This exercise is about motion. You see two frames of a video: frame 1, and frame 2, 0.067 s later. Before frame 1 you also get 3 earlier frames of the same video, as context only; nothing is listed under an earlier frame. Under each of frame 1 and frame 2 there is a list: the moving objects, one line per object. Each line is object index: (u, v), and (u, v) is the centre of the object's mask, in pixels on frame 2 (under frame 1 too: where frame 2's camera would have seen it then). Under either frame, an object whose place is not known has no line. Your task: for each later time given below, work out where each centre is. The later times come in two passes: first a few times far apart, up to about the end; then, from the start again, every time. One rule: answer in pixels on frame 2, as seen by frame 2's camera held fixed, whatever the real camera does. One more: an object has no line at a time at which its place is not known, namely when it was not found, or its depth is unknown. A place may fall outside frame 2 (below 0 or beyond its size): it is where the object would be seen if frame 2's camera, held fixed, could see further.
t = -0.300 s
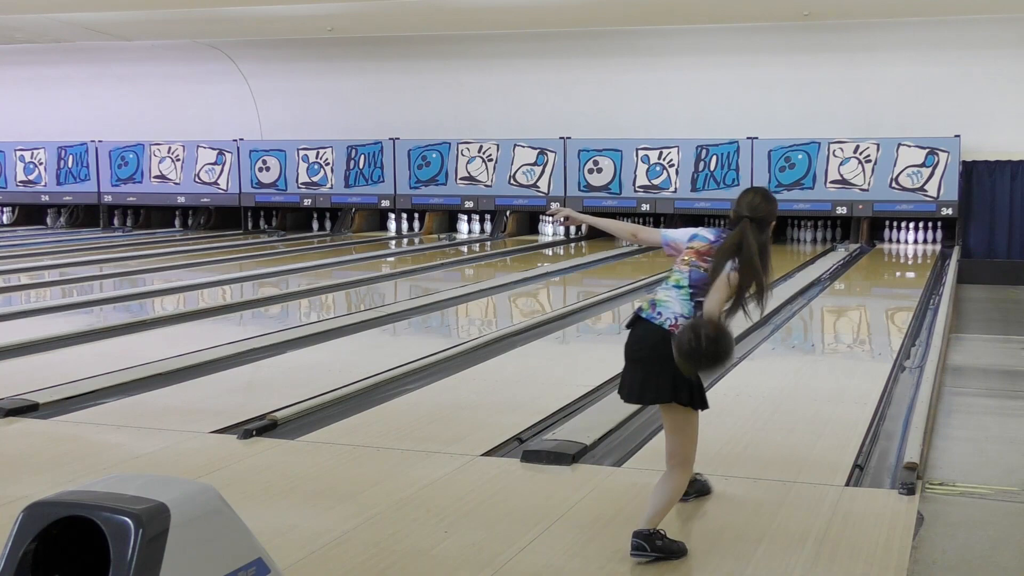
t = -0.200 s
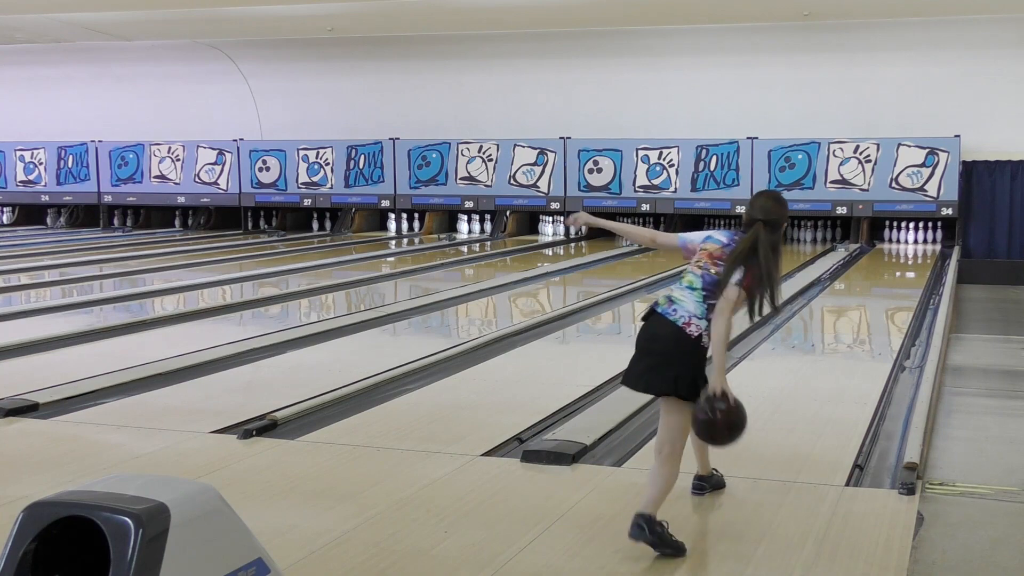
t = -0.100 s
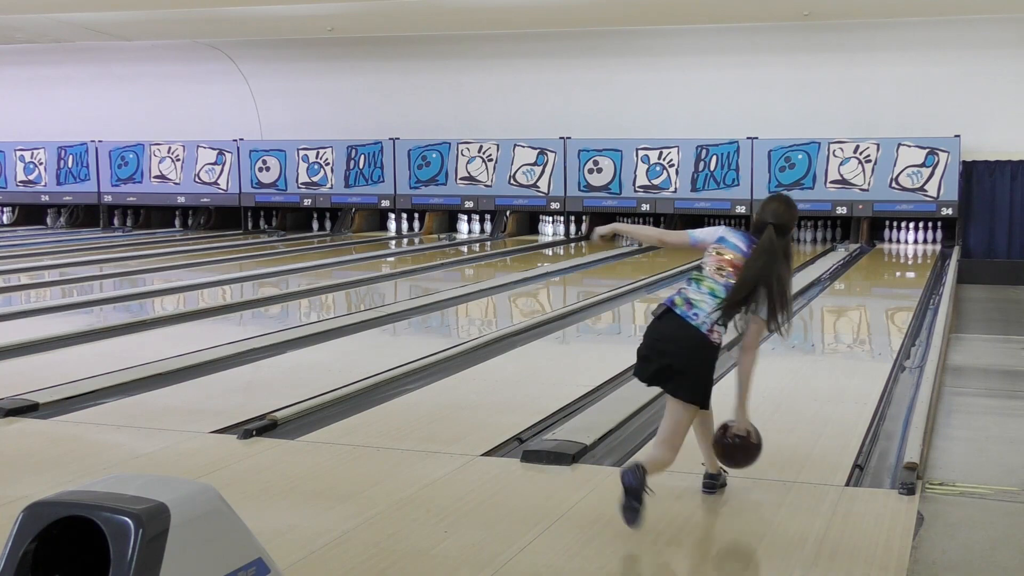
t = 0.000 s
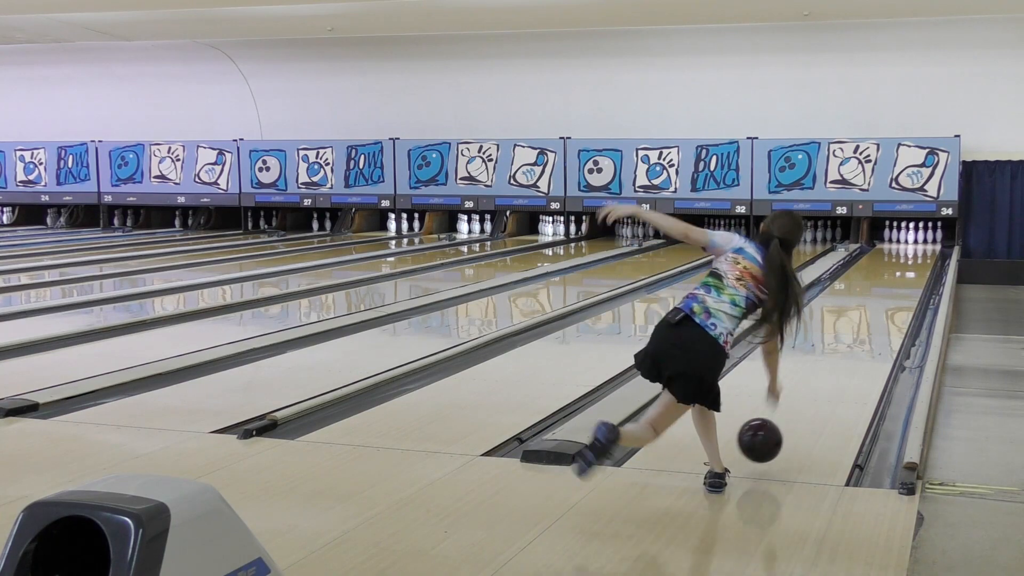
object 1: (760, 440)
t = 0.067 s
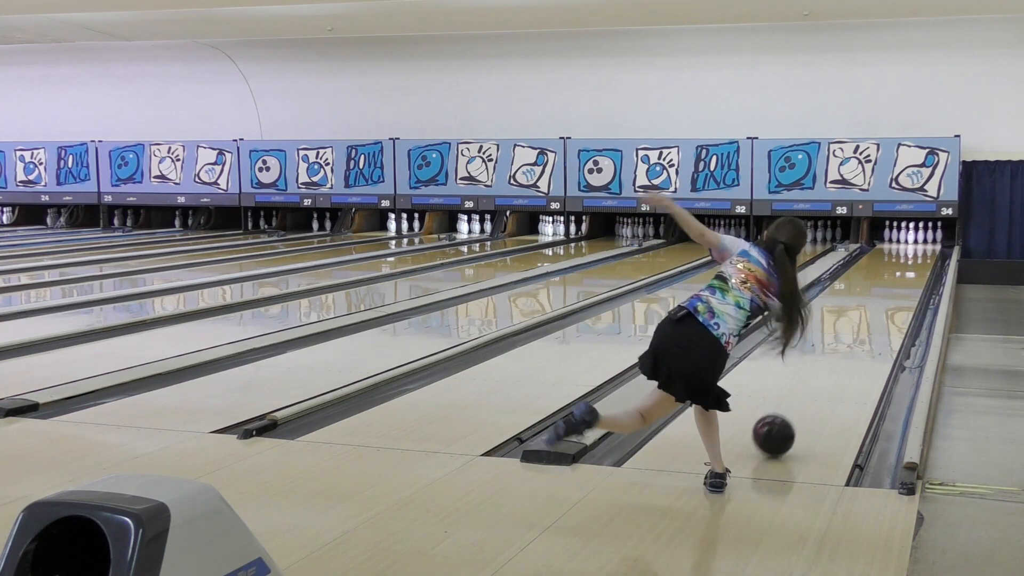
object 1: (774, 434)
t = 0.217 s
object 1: (799, 403)
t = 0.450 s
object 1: (829, 366)
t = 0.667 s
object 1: (849, 341)
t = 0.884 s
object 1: (865, 322)
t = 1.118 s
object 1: (878, 304)
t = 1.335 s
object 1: (887, 292)
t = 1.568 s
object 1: (896, 281)
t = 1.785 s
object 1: (902, 272)
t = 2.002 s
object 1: (907, 264)
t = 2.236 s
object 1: (912, 257)
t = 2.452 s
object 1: (915, 252)
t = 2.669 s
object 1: (916, 247)
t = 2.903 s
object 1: (916, 243)
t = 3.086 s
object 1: (915, 240)
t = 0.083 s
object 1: (777, 429)
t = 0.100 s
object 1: (780, 425)
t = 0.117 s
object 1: (783, 421)
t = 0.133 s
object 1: (786, 418)
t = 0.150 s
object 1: (789, 415)
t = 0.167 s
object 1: (792, 413)
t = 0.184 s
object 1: (794, 409)
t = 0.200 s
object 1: (797, 406)
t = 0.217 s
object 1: (799, 403)
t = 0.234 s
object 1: (802, 400)
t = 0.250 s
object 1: (804, 397)
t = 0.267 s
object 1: (807, 394)
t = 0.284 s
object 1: (809, 391)
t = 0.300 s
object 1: (811, 389)
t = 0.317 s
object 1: (813, 386)
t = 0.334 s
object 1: (815, 383)
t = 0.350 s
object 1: (818, 381)
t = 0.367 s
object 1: (820, 378)
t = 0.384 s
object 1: (822, 376)
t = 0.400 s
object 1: (823, 373)
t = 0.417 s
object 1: (825, 371)
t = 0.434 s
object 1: (827, 368)
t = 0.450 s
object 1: (829, 366)
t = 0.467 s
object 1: (831, 364)
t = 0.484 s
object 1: (833, 362)
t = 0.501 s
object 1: (834, 359)
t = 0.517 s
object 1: (836, 357)
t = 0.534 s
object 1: (837, 356)
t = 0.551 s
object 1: (839, 354)
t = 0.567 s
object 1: (840, 352)
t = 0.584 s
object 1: (842, 350)
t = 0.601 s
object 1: (843, 348)
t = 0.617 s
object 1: (845, 346)
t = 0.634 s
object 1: (846, 344)
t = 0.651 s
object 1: (848, 342)
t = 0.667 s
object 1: (849, 341)
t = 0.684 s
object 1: (851, 339)
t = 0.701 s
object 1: (852, 338)
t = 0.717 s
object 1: (853, 336)
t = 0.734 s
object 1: (854, 334)
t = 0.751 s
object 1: (856, 333)
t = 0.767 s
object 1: (857, 331)
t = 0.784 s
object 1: (858, 330)
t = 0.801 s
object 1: (859, 329)
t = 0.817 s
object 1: (860, 327)
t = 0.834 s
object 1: (861, 326)
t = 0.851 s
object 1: (863, 324)
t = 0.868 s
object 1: (863, 323)
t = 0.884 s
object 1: (865, 322)
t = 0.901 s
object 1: (866, 320)
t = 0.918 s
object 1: (867, 319)
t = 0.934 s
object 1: (868, 318)
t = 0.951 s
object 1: (869, 316)
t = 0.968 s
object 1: (870, 315)
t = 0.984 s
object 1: (871, 314)
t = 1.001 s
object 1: (871, 313)
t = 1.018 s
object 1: (872, 311)
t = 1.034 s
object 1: (873, 310)
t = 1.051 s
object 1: (874, 309)
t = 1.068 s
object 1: (875, 308)
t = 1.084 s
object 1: (876, 307)
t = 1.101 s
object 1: (877, 305)
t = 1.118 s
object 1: (878, 304)
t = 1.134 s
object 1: (878, 303)
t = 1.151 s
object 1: (879, 302)
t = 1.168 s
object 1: (880, 301)
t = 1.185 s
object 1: (881, 300)
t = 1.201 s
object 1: (882, 299)
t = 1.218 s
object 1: (882, 298)
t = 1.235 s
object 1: (883, 297)
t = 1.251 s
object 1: (884, 296)
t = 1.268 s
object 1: (884, 295)
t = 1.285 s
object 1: (885, 294)
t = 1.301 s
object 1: (886, 294)
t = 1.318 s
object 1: (887, 293)
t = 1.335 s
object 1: (887, 292)
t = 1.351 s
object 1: (888, 291)
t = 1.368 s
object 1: (889, 290)
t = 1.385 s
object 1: (889, 289)
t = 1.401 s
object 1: (890, 289)
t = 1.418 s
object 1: (890, 288)
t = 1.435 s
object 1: (891, 287)
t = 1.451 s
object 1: (892, 286)
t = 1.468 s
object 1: (892, 285)
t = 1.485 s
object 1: (893, 284)
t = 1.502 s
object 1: (893, 284)
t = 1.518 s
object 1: (894, 283)
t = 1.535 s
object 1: (894, 282)
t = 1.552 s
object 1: (895, 281)
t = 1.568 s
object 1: (896, 281)
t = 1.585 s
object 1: (896, 280)
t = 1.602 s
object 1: (897, 279)
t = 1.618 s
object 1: (897, 278)
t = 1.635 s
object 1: (898, 278)
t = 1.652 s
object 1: (898, 277)
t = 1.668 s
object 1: (899, 276)
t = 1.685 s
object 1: (899, 276)
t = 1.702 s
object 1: (900, 275)
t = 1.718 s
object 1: (900, 275)
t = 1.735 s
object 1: (901, 274)
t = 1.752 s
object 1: (901, 273)
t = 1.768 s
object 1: (902, 273)
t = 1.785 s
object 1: (902, 272)
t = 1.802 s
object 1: (903, 271)
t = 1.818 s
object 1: (903, 271)
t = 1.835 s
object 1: (904, 270)
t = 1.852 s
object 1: (904, 270)
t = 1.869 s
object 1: (904, 269)
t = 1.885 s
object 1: (905, 268)
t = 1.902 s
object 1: (905, 267)
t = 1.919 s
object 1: (906, 267)
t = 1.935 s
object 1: (906, 266)
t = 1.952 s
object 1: (906, 266)
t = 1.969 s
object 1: (907, 265)
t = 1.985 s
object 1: (907, 264)
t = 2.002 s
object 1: (907, 264)
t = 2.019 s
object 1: (908, 263)
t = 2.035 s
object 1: (908, 263)
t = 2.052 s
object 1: (909, 263)
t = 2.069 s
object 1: (909, 262)
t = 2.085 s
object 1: (910, 261)
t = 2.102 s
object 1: (910, 261)
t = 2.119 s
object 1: (910, 260)
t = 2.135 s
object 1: (911, 260)
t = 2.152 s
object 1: (911, 259)
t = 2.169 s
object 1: (911, 259)
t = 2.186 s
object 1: (911, 259)
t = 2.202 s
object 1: (911, 258)
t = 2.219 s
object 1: (912, 257)
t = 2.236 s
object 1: (912, 257)
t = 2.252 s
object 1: (912, 257)
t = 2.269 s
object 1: (912, 256)
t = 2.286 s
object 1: (913, 256)
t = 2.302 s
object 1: (913, 255)
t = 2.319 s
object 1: (913, 255)
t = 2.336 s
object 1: (914, 254)
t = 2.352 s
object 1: (914, 254)
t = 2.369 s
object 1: (914, 253)
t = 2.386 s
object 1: (914, 253)
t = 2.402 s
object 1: (914, 253)
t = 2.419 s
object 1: (915, 252)
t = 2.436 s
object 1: (915, 252)
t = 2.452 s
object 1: (915, 252)
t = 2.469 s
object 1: (915, 251)
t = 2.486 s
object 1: (915, 251)
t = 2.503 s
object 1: (915, 250)
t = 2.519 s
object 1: (915, 250)
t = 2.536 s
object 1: (915, 250)
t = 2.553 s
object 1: (916, 249)
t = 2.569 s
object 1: (916, 249)
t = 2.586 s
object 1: (916, 249)
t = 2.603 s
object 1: (916, 249)
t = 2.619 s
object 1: (916, 248)
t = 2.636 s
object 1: (916, 248)
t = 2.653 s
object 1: (916, 248)
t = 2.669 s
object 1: (916, 247)
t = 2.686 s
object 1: (916, 247)
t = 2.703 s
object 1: (916, 247)
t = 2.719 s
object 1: (916, 246)
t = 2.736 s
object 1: (916, 246)
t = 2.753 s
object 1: (916, 245)
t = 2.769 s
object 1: (916, 245)
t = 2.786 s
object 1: (916, 245)
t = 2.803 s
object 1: (916, 245)
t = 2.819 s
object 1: (916, 244)
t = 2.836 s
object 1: (916, 244)
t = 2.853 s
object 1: (916, 244)
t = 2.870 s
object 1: (916, 243)
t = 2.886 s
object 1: (917, 243)
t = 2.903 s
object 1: (916, 243)
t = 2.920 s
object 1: (916, 243)
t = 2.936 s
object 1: (916, 242)
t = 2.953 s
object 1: (916, 242)
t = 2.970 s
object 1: (916, 242)
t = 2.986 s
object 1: (916, 241)
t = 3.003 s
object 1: (916, 241)
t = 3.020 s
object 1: (915, 241)
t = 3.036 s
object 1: (915, 241)
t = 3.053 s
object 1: (915, 240)
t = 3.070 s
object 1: (915, 240)
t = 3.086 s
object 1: (915, 240)
